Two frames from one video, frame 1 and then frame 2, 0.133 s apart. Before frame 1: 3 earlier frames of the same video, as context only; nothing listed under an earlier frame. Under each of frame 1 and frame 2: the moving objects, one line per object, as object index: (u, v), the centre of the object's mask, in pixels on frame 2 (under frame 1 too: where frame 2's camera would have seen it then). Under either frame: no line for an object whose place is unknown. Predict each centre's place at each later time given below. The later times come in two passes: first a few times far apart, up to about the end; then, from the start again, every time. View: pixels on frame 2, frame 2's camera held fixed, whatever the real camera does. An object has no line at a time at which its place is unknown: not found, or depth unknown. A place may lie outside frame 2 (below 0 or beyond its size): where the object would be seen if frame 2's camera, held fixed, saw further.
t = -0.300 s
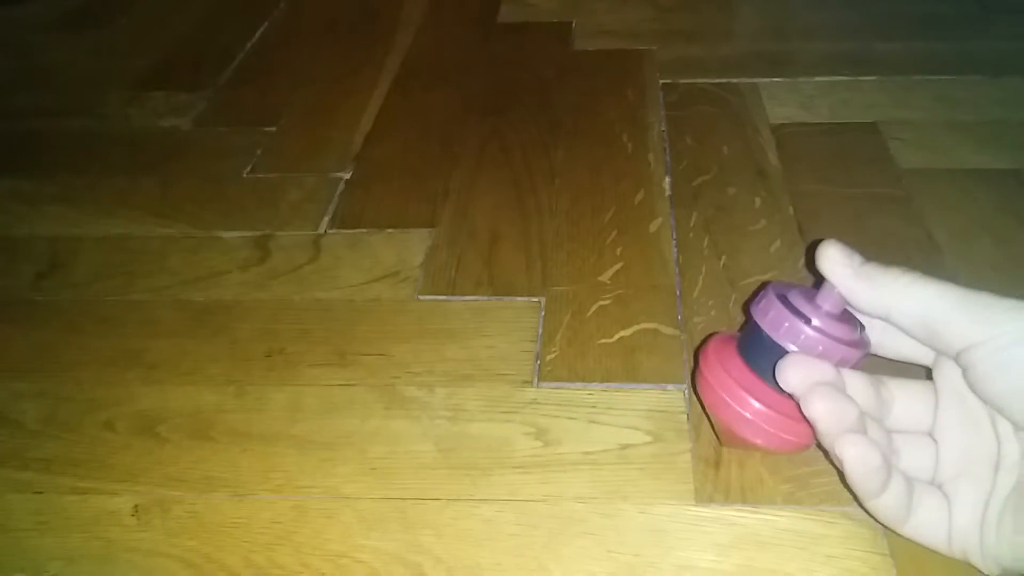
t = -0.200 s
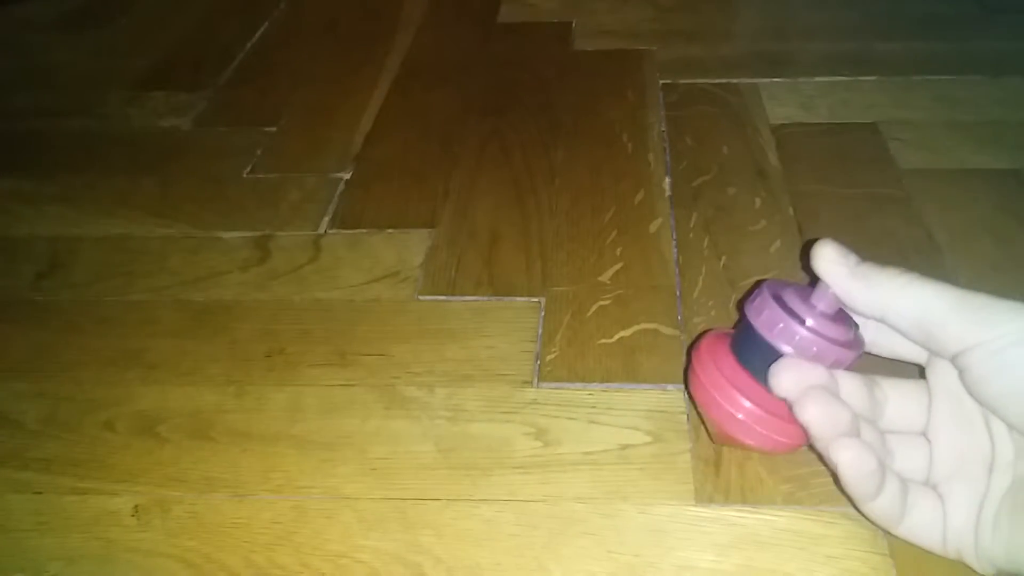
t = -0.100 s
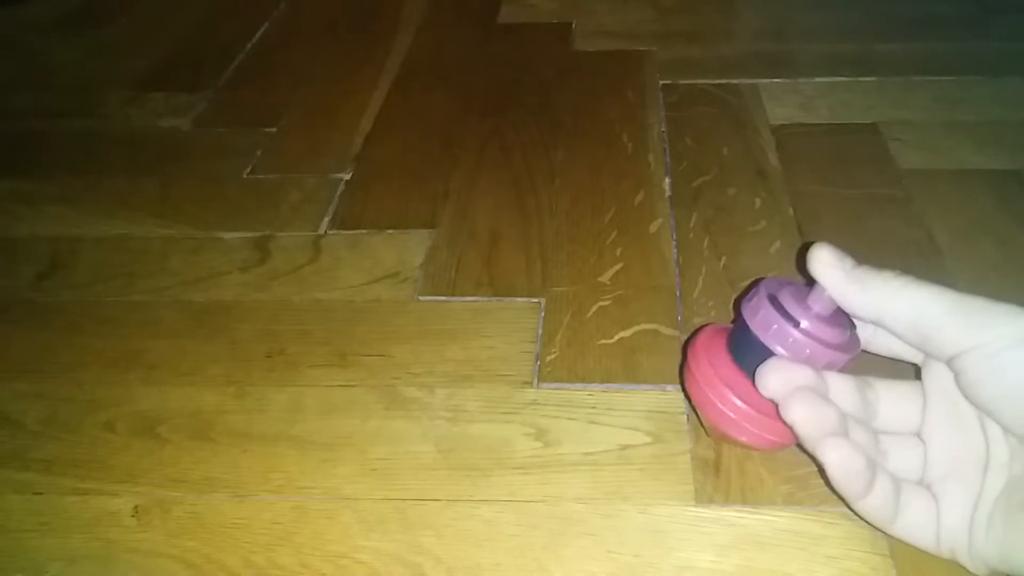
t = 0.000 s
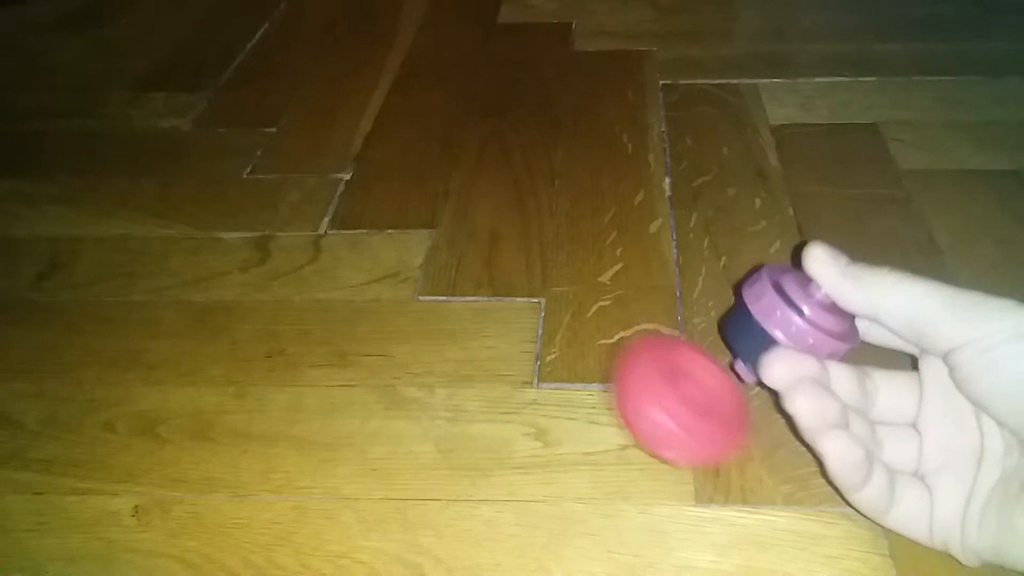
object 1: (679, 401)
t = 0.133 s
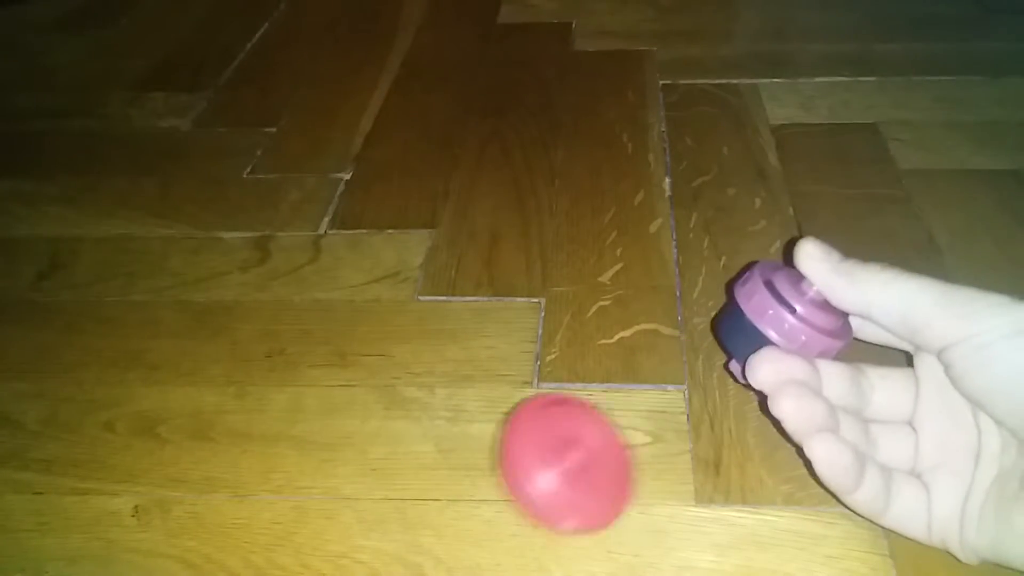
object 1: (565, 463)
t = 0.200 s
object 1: (524, 460)
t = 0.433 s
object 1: (541, 349)
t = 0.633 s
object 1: (665, 257)
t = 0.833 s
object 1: (765, 194)
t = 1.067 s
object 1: (936, 156)
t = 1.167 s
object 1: (1002, 150)
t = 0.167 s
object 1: (543, 462)
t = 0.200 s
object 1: (524, 460)
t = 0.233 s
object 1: (511, 452)
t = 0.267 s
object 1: (504, 439)
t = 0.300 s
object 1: (503, 422)
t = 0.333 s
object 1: (507, 405)
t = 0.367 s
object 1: (515, 385)
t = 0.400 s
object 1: (526, 366)
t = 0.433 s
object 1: (541, 349)
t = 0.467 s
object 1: (558, 333)
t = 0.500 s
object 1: (580, 317)
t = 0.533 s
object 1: (602, 302)
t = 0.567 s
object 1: (623, 285)
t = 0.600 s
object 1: (643, 271)
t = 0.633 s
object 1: (665, 257)
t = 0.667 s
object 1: (686, 245)
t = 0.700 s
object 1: (703, 233)
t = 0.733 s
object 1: (719, 218)
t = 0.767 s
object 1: (733, 210)
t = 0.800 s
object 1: (748, 201)
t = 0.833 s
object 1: (765, 194)
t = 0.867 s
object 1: (785, 187)
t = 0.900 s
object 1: (808, 181)
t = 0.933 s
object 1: (832, 175)
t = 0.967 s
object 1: (856, 170)
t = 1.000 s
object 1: (882, 166)
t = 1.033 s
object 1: (908, 161)
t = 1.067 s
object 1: (936, 156)
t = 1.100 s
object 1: (964, 153)
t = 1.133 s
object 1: (987, 151)
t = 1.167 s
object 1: (1002, 150)
